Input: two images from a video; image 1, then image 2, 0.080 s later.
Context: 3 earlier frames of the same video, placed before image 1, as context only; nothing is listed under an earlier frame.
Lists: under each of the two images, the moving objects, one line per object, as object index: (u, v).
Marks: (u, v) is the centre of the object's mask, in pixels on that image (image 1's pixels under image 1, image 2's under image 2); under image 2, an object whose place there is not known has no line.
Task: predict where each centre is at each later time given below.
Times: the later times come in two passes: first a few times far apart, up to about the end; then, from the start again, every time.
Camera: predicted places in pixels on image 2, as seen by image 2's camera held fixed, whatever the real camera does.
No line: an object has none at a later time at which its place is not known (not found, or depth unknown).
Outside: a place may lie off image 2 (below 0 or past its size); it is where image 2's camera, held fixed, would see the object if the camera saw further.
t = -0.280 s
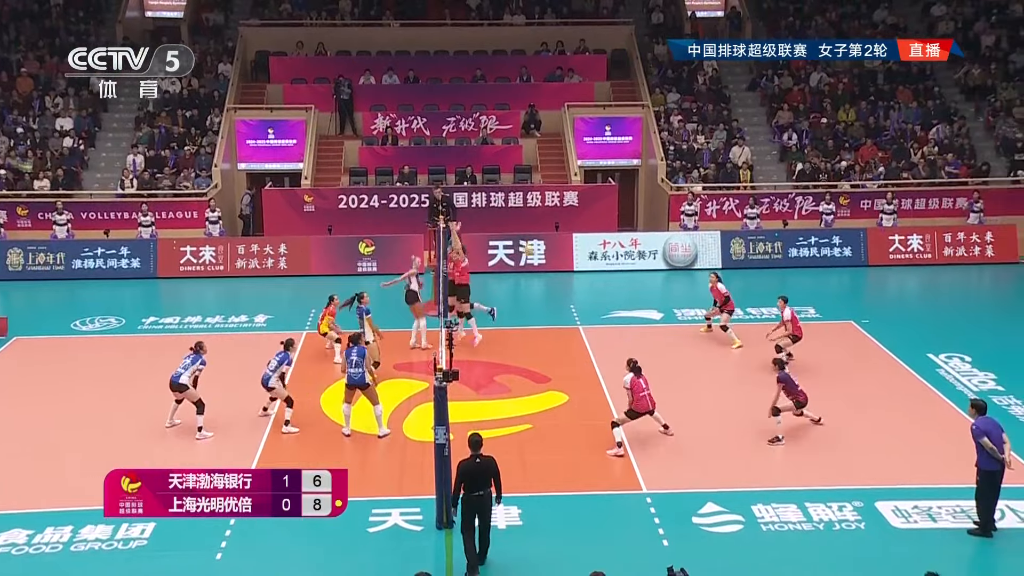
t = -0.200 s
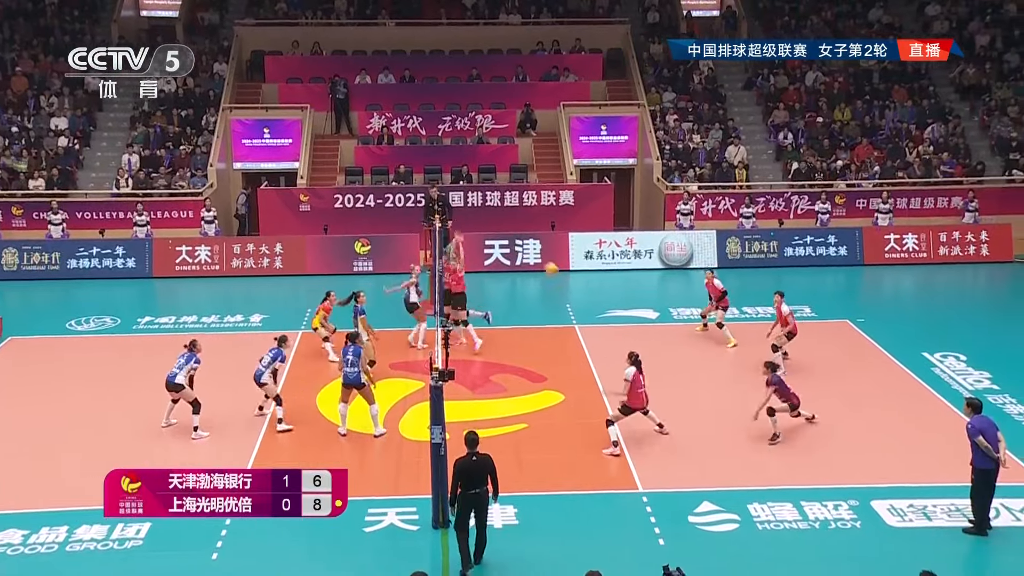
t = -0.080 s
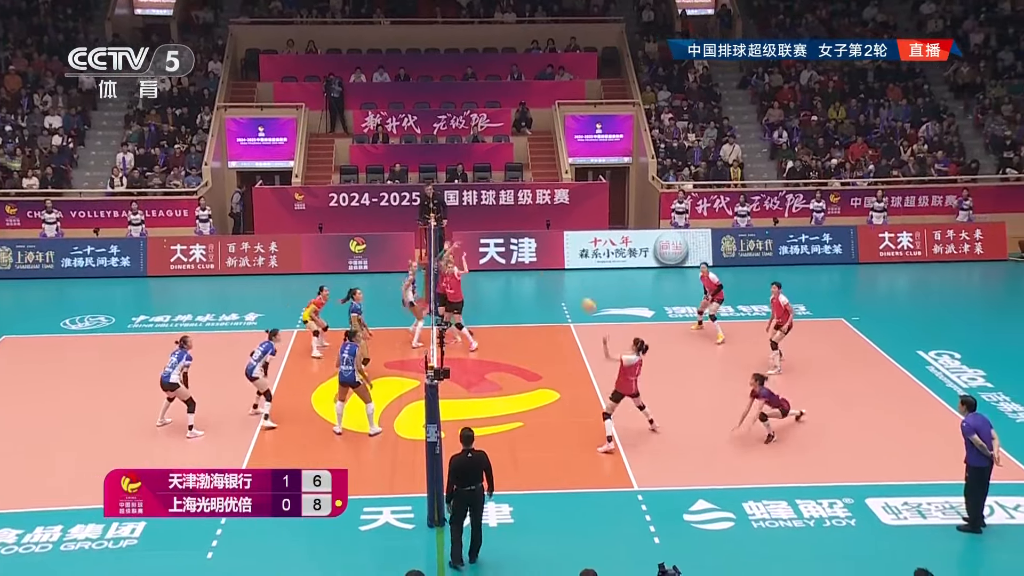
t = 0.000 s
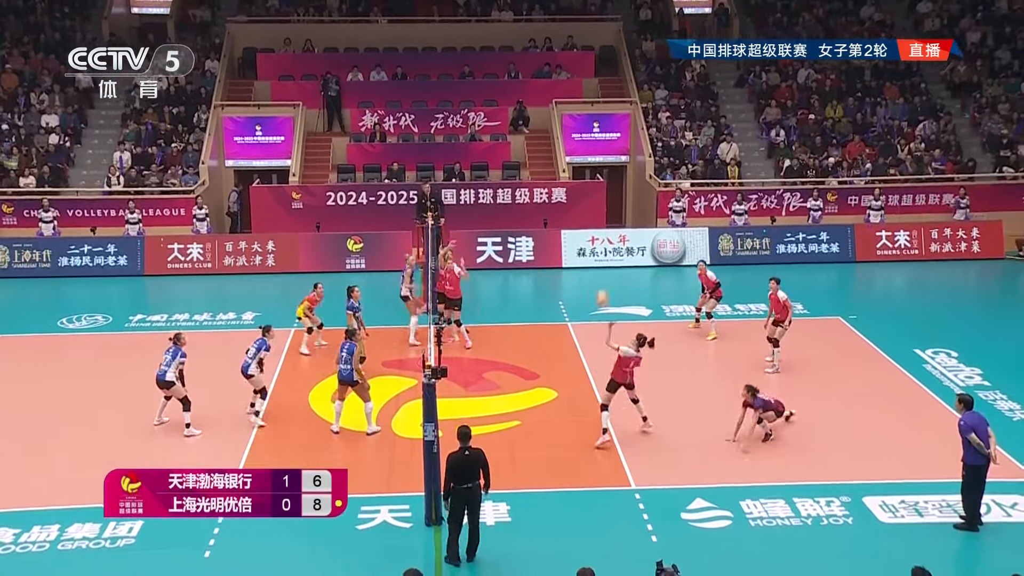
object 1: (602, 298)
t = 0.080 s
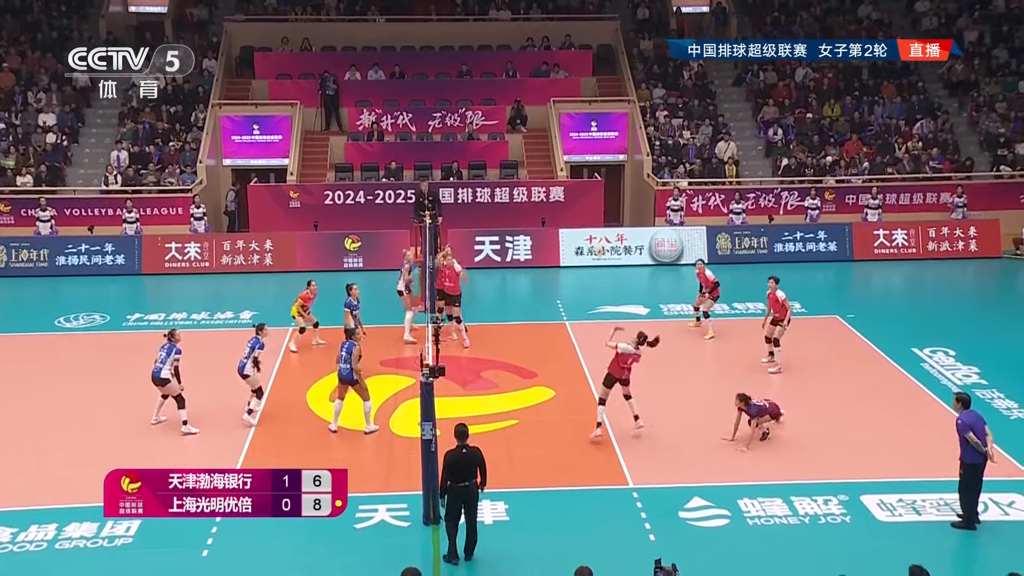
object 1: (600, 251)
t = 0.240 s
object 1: (597, 167)
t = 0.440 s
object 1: (595, 88)
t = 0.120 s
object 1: (599, 225)
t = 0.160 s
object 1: (598, 206)
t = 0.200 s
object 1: (597, 186)
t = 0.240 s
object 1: (597, 167)
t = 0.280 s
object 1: (597, 148)
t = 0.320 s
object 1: (596, 129)
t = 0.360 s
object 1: (596, 117)
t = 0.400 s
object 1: (596, 101)
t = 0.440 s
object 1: (595, 88)
